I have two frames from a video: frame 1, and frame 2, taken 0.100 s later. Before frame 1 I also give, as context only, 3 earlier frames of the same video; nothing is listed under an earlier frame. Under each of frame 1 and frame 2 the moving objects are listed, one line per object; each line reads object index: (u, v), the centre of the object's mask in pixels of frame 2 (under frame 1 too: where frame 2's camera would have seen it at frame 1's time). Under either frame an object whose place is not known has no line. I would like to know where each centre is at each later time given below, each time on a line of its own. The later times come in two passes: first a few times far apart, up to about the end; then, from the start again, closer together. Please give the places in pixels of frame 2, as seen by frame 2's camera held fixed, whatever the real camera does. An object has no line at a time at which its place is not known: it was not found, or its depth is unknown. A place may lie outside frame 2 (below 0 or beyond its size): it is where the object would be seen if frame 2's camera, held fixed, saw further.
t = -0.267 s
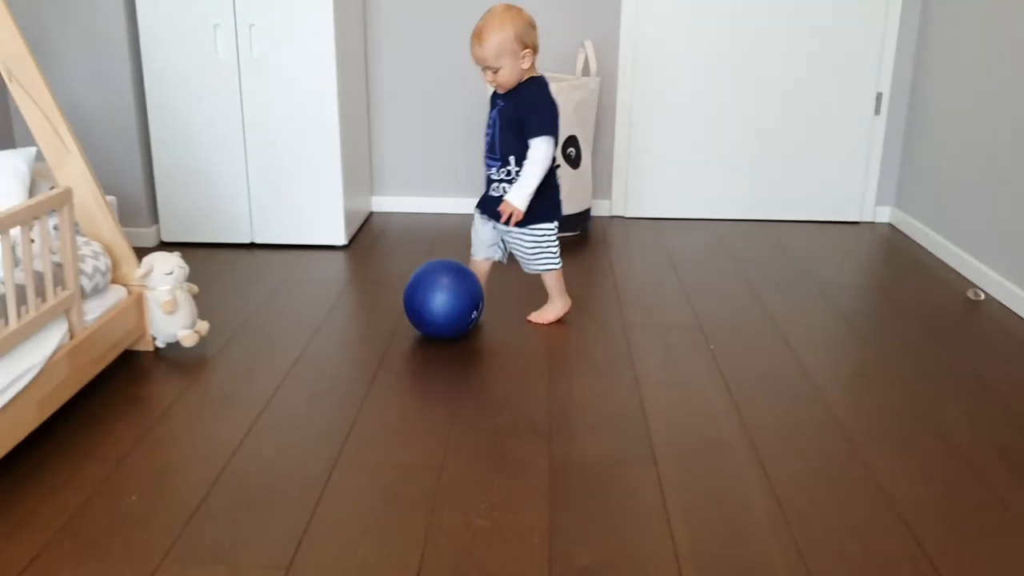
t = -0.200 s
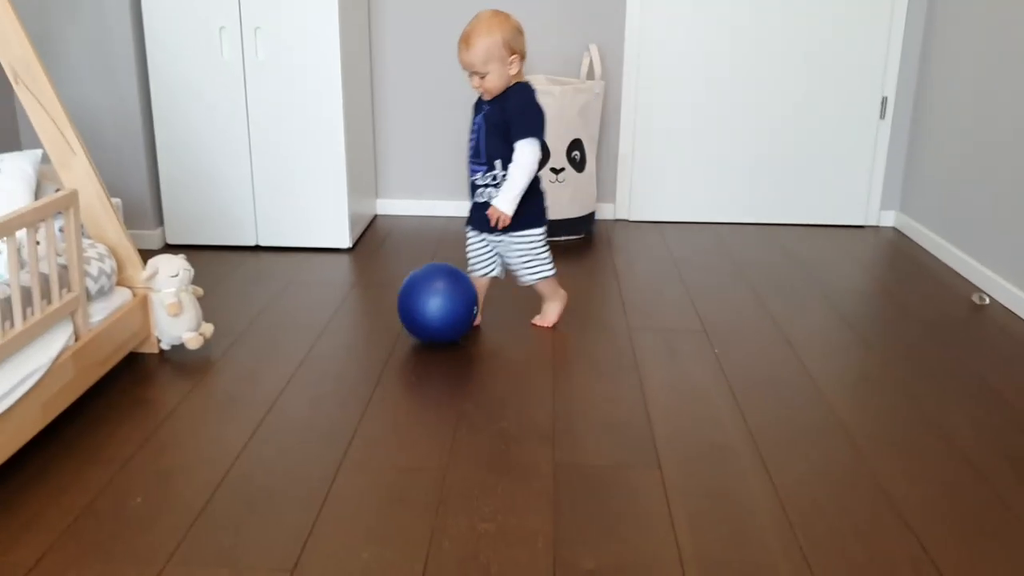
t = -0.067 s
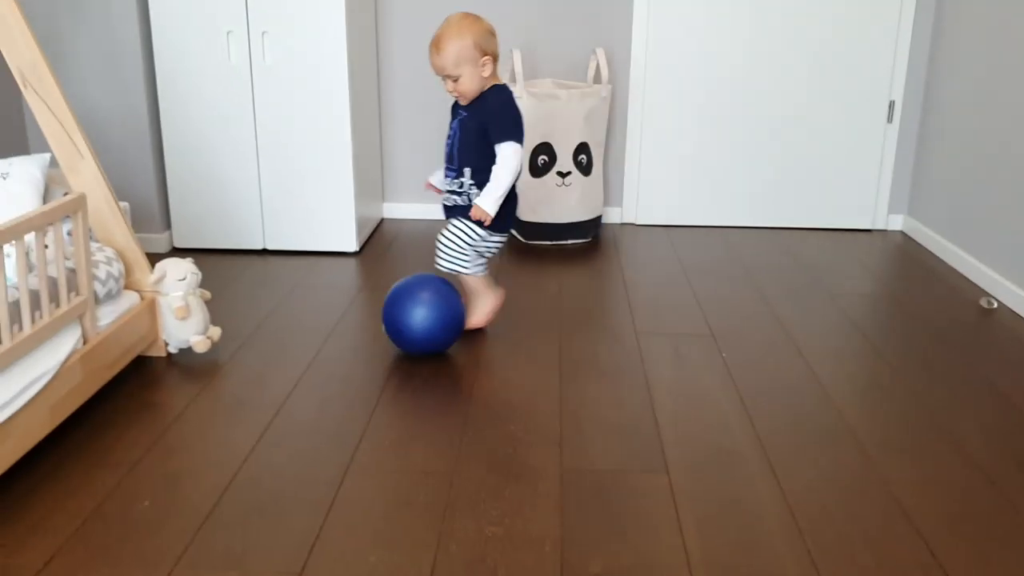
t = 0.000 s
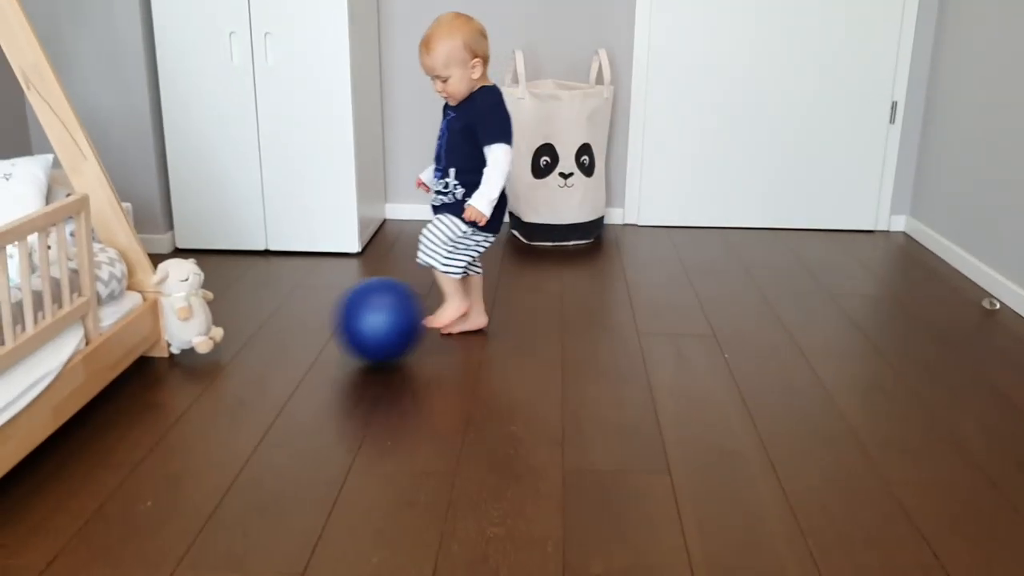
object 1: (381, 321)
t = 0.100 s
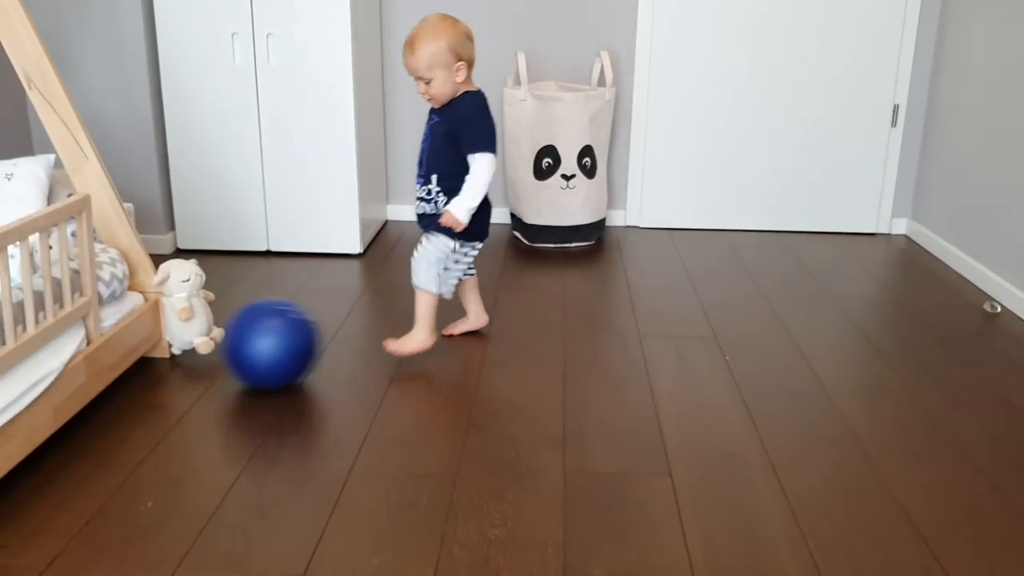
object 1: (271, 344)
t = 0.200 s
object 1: (187, 358)
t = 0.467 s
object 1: (226, 380)
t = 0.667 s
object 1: (260, 399)
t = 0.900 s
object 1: (300, 430)
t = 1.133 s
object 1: (340, 458)
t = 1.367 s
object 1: (378, 490)
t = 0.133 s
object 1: (244, 345)
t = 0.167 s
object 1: (216, 349)
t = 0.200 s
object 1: (187, 358)
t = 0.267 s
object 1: (150, 357)
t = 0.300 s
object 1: (164, 355)
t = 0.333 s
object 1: (179, 358)
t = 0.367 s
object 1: (196, 366)
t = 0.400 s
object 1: (213, 380)
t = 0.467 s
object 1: (226, 380)
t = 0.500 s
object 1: (231, 379)
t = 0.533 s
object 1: (237, 384)
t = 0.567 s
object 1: (243, 393)
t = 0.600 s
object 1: (249, 402)
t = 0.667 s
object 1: (260, 399)
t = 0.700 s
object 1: (266, 404)
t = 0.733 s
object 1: (272, 414)
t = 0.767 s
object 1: (278, 415)
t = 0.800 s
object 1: (283, 415)
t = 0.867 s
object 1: (295, 428)
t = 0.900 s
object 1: (300, 430)
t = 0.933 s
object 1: (306, 434)
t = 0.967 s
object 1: (312, 441)
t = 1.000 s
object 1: (317, 444)
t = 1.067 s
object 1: (328, 452)
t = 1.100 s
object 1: (335, 456)
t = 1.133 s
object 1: (340, 458)
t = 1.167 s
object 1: (346, 465)
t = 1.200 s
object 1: (351, 468)
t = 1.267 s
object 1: (362, 477)
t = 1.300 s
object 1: (368, 480)
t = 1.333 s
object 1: (372, 484)
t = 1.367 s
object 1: (378, 490)
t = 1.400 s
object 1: (384, 494)
